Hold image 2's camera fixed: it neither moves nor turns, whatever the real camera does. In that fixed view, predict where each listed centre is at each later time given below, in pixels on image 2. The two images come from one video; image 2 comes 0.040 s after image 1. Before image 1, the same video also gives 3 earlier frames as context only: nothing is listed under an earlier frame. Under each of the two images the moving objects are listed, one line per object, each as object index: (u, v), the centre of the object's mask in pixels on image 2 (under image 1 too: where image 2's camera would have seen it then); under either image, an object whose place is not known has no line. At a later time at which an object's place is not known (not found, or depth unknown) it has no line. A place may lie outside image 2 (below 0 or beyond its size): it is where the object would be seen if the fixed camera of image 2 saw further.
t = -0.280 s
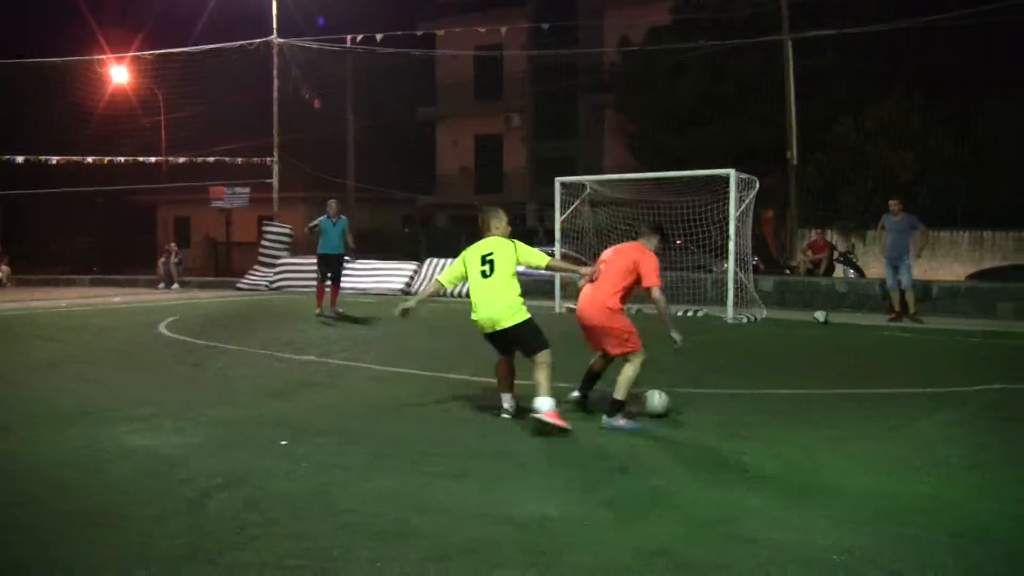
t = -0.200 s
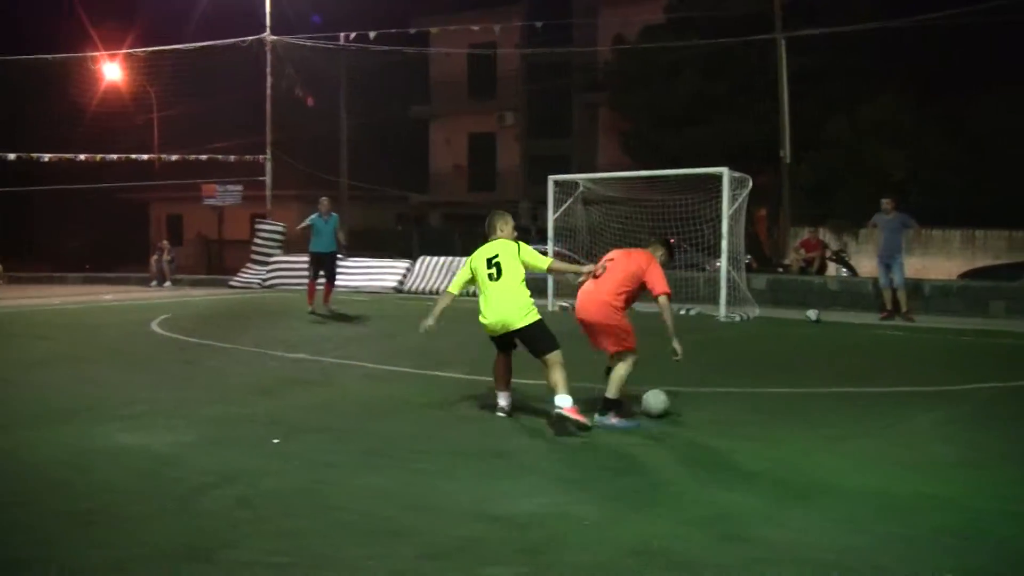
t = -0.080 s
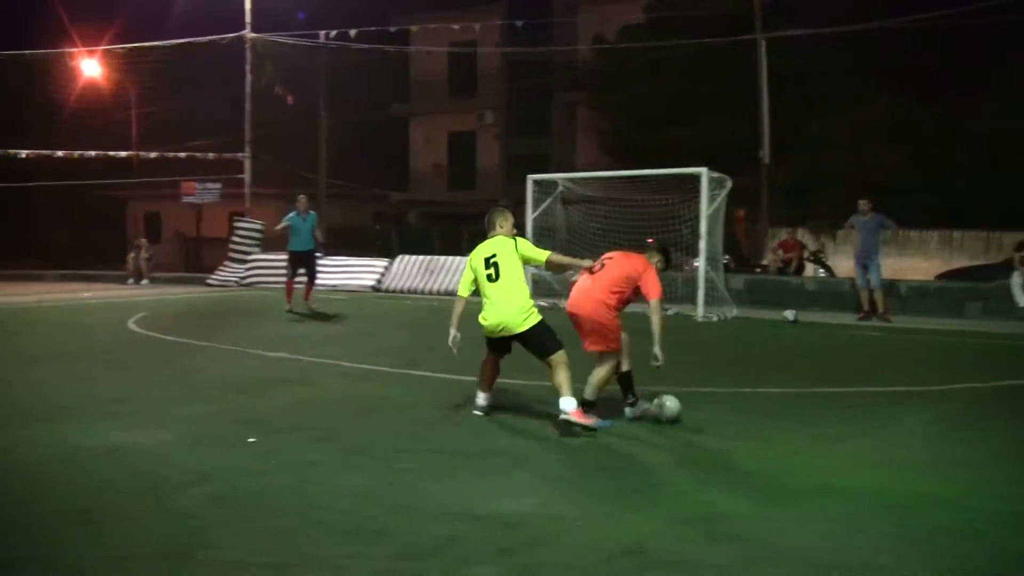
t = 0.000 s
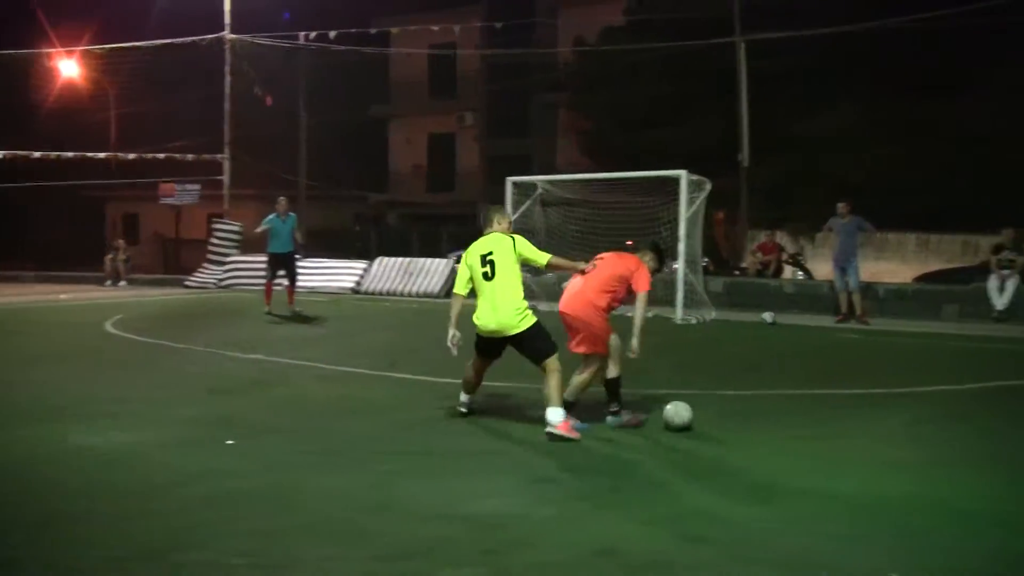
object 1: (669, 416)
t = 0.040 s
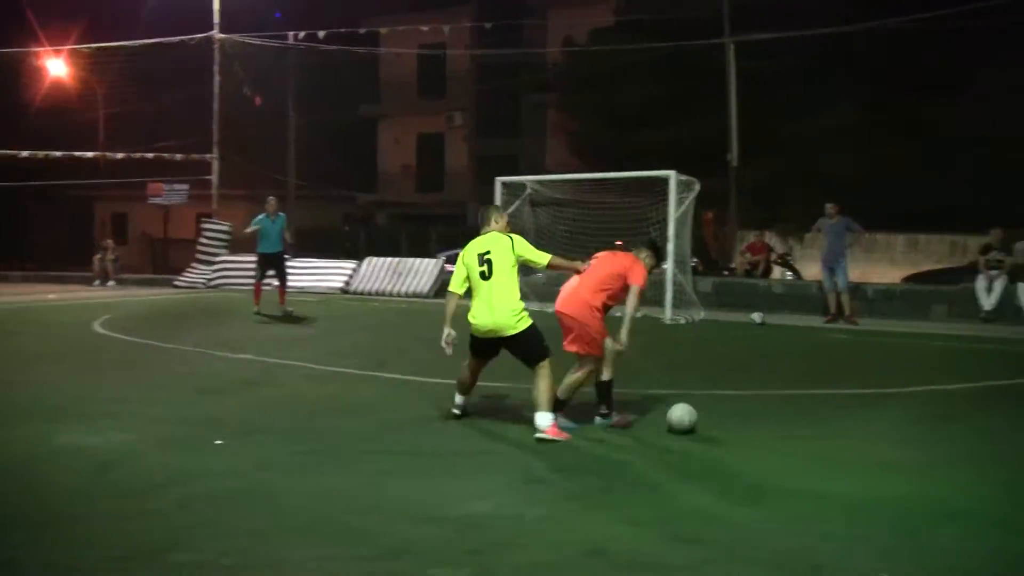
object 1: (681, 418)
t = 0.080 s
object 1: (694, 421)
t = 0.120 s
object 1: (705, 422)
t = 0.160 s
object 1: (715, 425)
